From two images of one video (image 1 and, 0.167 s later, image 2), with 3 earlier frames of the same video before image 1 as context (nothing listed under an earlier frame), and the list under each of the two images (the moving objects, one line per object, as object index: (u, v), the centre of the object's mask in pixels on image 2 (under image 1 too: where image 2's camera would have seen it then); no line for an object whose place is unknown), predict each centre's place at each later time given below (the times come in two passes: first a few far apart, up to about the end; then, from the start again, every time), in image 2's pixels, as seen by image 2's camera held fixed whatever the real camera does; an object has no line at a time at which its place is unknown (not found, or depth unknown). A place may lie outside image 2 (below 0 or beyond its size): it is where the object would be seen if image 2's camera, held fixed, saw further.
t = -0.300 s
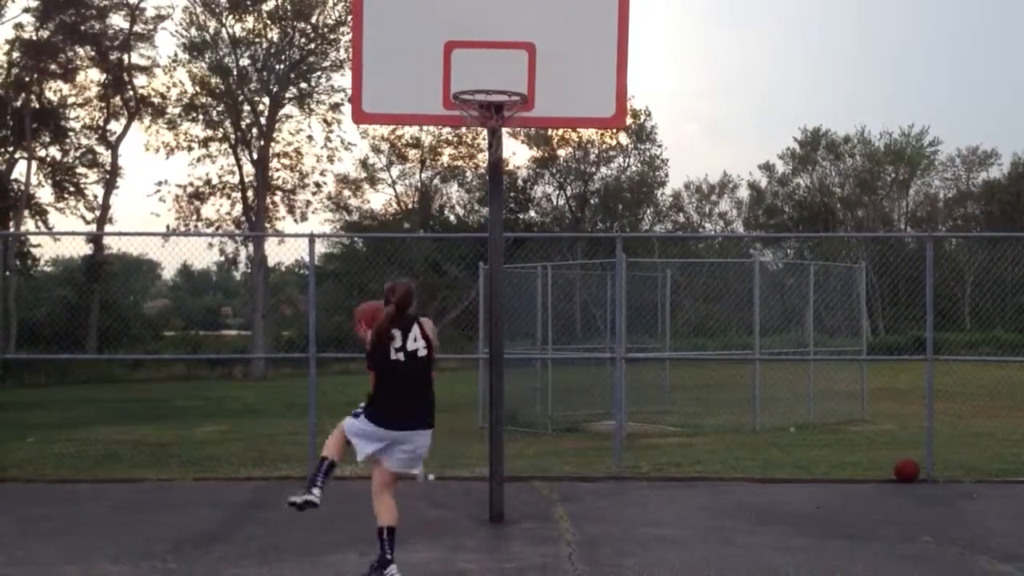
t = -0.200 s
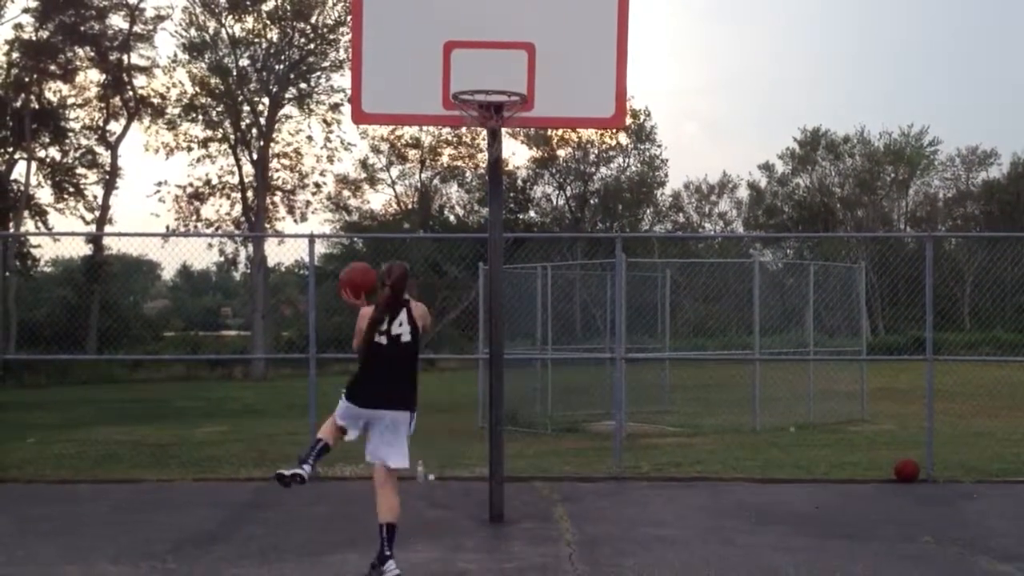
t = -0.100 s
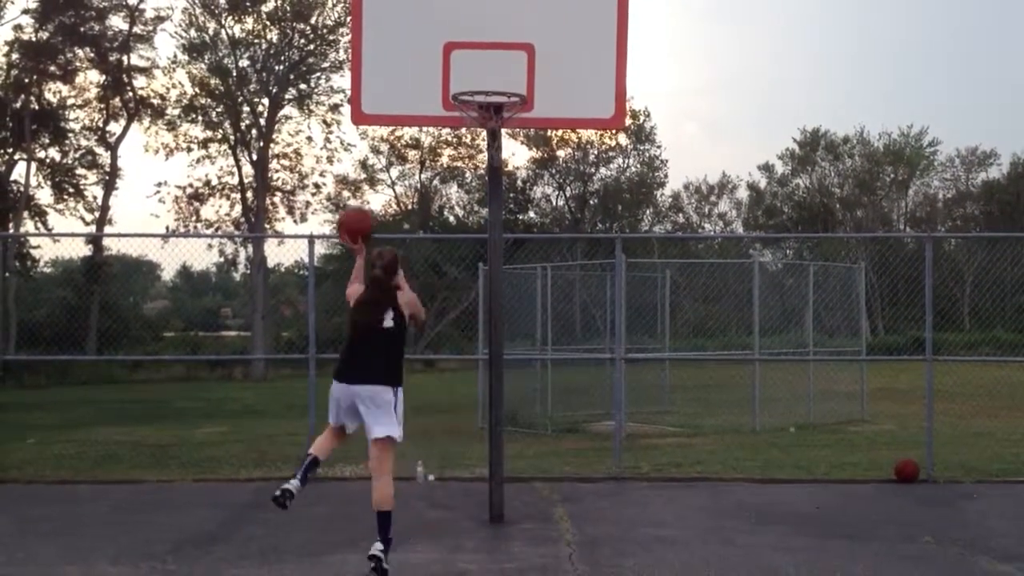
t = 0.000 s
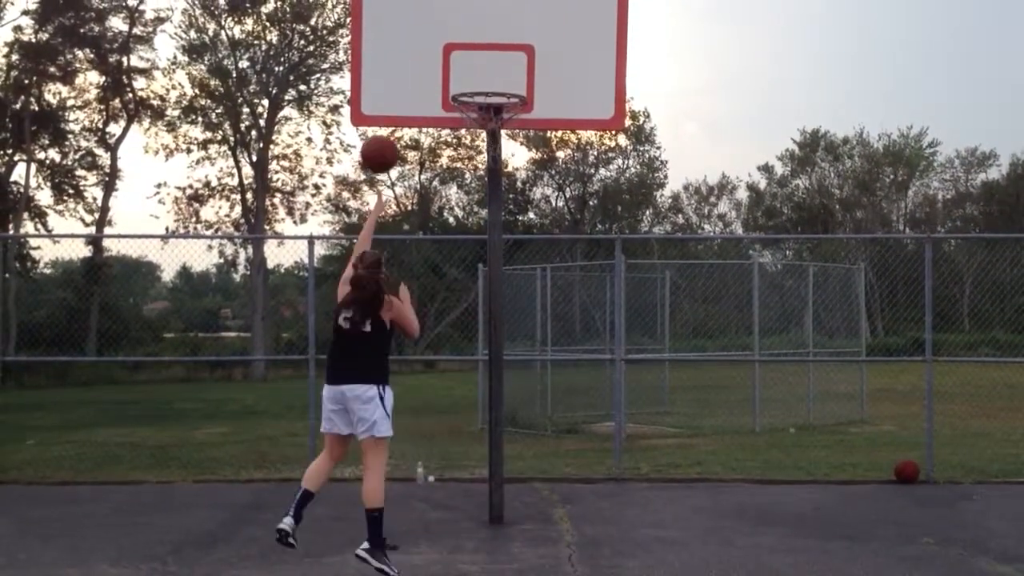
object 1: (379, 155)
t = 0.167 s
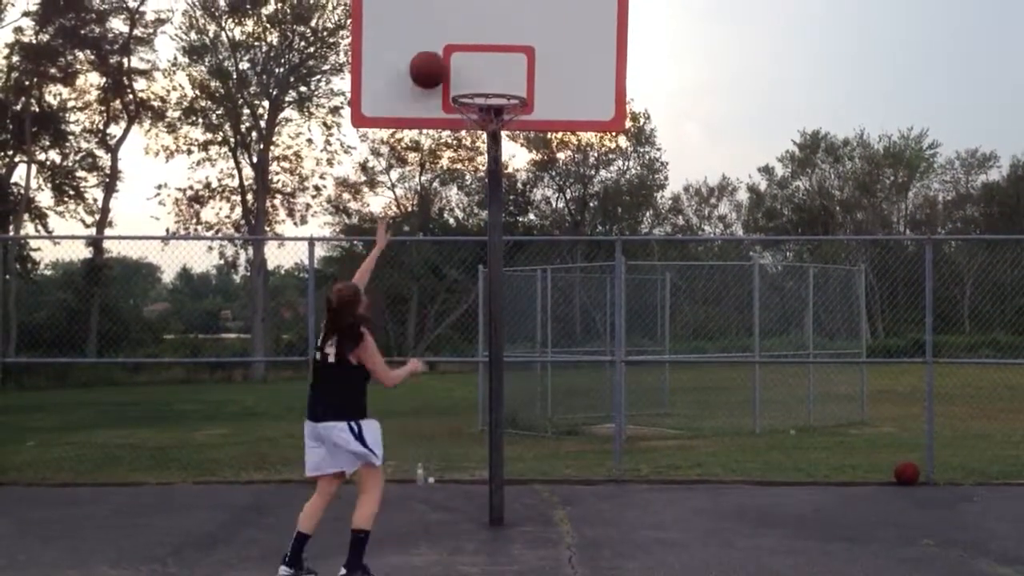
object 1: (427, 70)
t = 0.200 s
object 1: (436, 59)
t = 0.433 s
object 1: (471, 59)
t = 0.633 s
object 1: (499, 119)
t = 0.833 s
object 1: (508, 191)
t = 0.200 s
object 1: (436, 59)
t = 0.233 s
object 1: (441, 54)
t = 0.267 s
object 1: (446, 51)
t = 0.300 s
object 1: (451, 49)
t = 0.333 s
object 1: (456, 49)
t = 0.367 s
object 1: (461, 51)
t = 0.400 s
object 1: (465, 54)
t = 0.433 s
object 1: (471, 59)
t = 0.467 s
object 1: (476, 66)
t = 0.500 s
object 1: (480, 74)
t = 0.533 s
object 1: (485, 80)
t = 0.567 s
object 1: (491, 96)
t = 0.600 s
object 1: (495, 106)
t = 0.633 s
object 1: (499, 119)
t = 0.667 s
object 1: (502, 132)
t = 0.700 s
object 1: (504, 139)
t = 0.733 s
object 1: (505, 152)
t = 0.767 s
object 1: (507, 162)
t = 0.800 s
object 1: (507, 176)
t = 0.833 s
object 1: (508, 191)
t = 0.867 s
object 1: (508, 207)
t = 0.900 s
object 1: (511, 225)
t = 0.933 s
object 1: (513, 244)
